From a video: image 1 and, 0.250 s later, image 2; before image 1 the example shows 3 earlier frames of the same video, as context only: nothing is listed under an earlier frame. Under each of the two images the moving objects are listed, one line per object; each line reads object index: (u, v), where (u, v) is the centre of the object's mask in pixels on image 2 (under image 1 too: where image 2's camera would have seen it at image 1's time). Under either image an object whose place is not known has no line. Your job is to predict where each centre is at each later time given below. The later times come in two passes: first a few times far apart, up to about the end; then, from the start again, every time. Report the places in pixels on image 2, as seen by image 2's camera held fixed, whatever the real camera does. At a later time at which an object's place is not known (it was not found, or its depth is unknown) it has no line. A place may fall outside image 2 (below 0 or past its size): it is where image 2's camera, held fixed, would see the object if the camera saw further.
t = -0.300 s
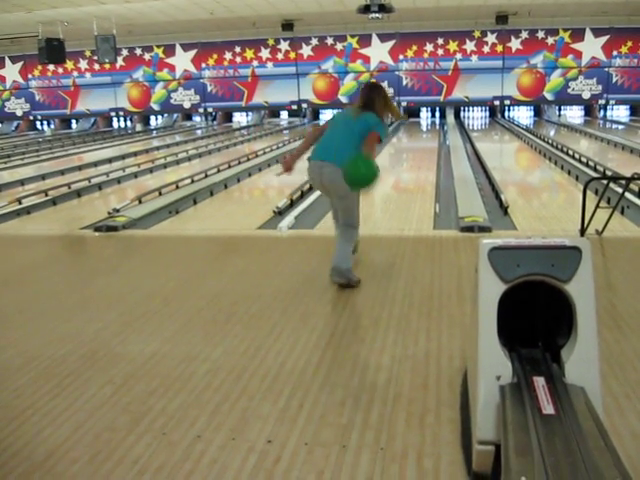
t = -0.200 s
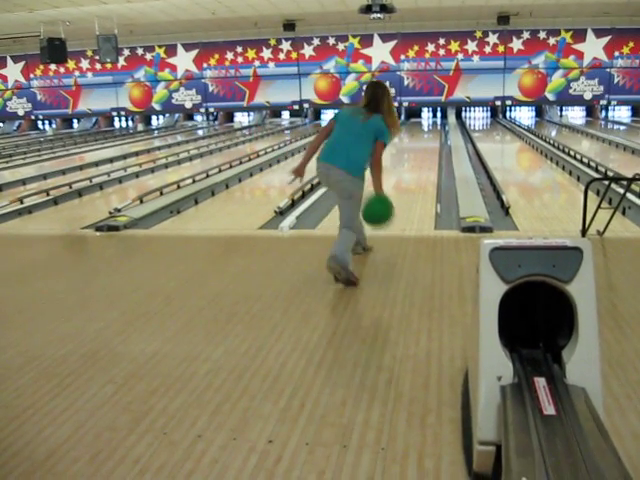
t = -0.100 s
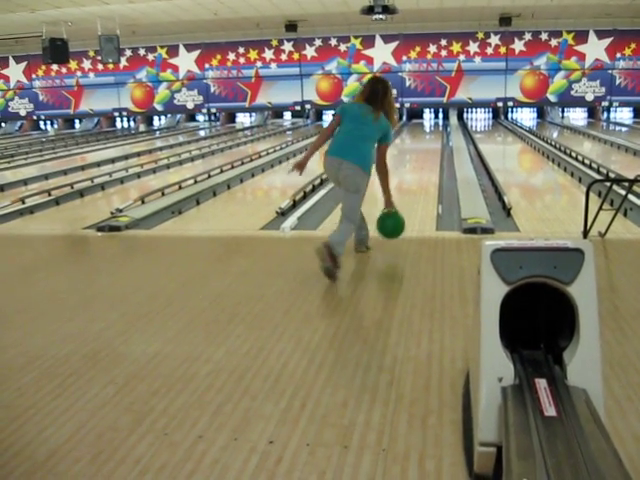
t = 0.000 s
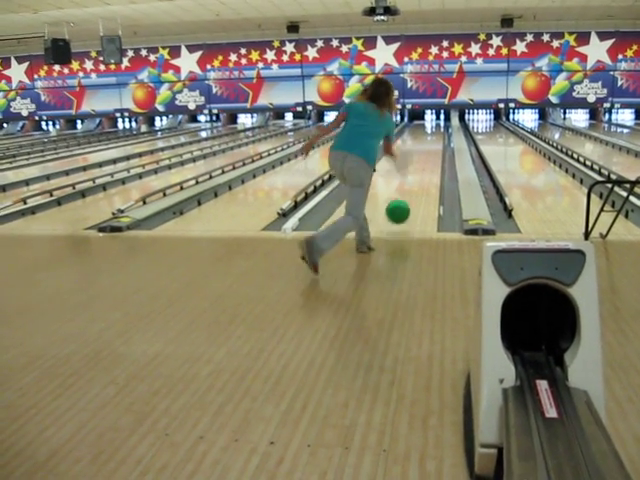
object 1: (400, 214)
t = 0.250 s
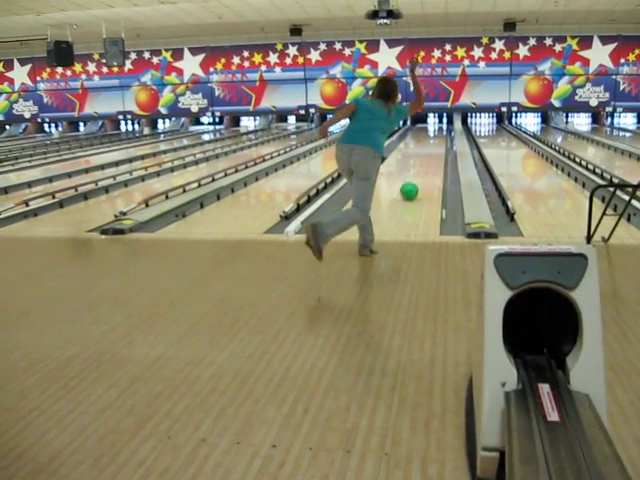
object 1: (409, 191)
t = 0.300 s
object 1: (410, 186)
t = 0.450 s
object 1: (413, 174)
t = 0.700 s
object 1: (417, 160)
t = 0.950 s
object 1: (420, 149)
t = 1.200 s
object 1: (422, 142)
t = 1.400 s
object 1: (423, 137)
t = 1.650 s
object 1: (424, 132)
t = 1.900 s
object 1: (425, 129)
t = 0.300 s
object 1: (410, 186)
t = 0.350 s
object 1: (412, 182)
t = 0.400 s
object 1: (412, 178)
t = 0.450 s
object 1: (413, 174)
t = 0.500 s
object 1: (414, 170)
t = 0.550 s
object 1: (415, 168)
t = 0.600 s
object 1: (416, 164)
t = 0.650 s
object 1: (416, 162)
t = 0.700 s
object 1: (417, 160)
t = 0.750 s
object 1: (418, 158)
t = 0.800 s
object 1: (418, 155)
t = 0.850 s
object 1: (419, 153)
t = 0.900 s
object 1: (419, 151)
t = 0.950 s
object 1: (420, 149)
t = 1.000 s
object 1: (420, 148)
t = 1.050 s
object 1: (420, 146)
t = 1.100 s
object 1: (421, 145)
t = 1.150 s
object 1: (421, 143)
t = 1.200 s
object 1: (422, 142)
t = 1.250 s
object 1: (422, 141)
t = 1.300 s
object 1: (422, 139)
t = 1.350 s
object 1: (422, 138)
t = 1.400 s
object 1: (423, 137)
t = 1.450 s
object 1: (423, 136)
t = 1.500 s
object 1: (423, 135)
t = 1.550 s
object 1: (423, 134)
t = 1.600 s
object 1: (423, 133)
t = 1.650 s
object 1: (424, 132)
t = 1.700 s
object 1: (424, 131)
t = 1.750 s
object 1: (424, 131)
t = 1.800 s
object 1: (424, 130)
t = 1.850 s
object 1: (424, 129)
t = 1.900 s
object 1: (425, 129)
